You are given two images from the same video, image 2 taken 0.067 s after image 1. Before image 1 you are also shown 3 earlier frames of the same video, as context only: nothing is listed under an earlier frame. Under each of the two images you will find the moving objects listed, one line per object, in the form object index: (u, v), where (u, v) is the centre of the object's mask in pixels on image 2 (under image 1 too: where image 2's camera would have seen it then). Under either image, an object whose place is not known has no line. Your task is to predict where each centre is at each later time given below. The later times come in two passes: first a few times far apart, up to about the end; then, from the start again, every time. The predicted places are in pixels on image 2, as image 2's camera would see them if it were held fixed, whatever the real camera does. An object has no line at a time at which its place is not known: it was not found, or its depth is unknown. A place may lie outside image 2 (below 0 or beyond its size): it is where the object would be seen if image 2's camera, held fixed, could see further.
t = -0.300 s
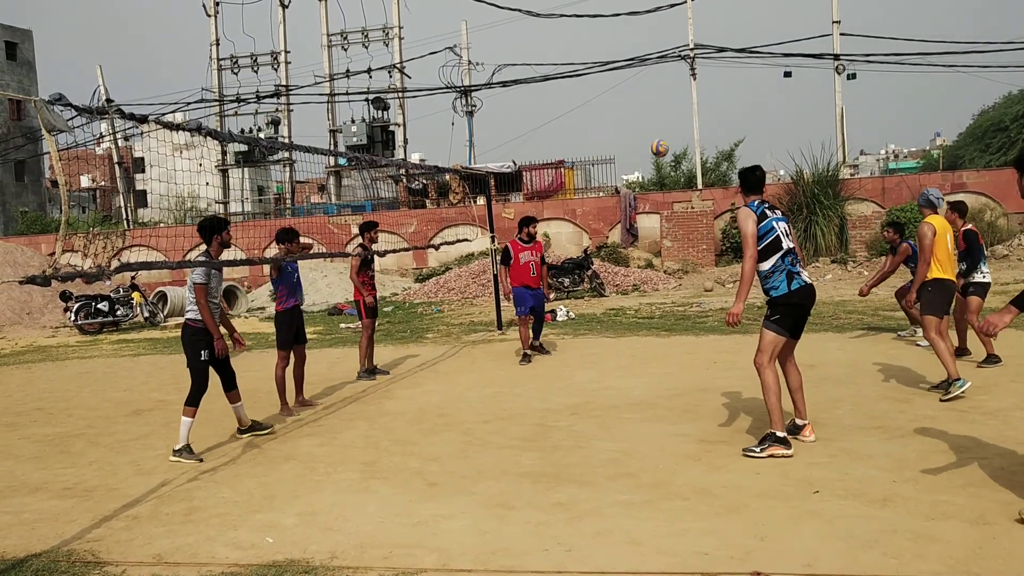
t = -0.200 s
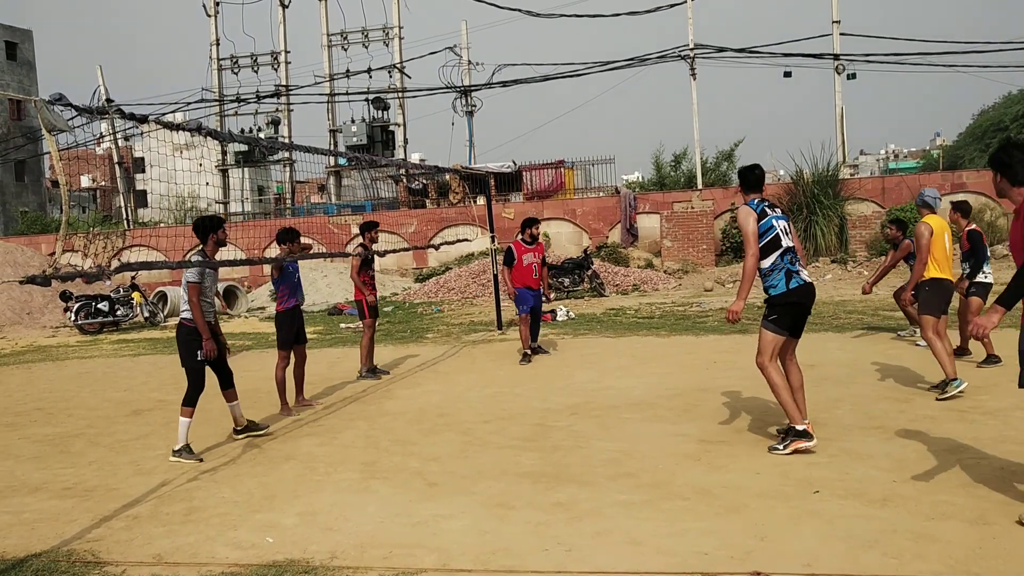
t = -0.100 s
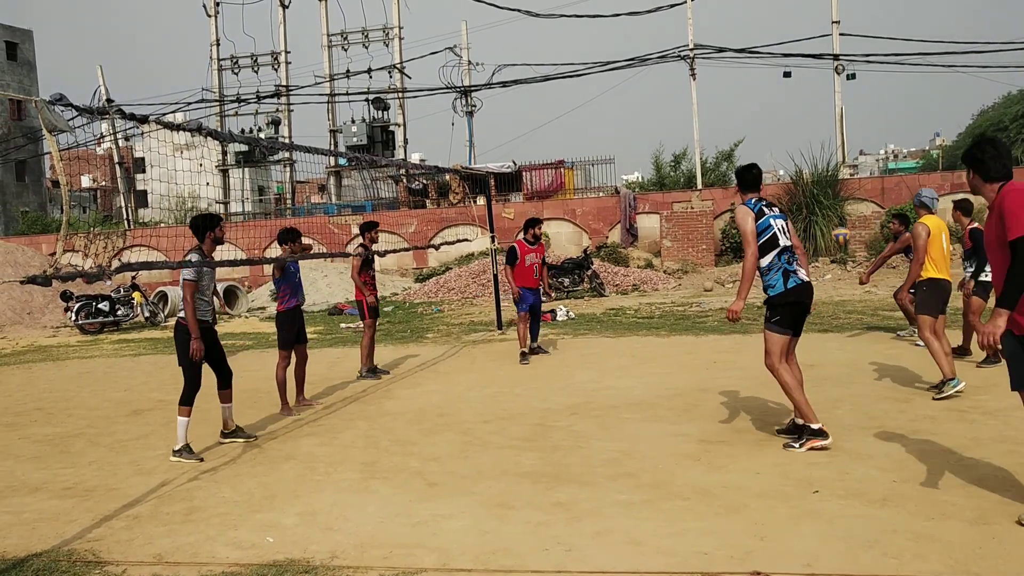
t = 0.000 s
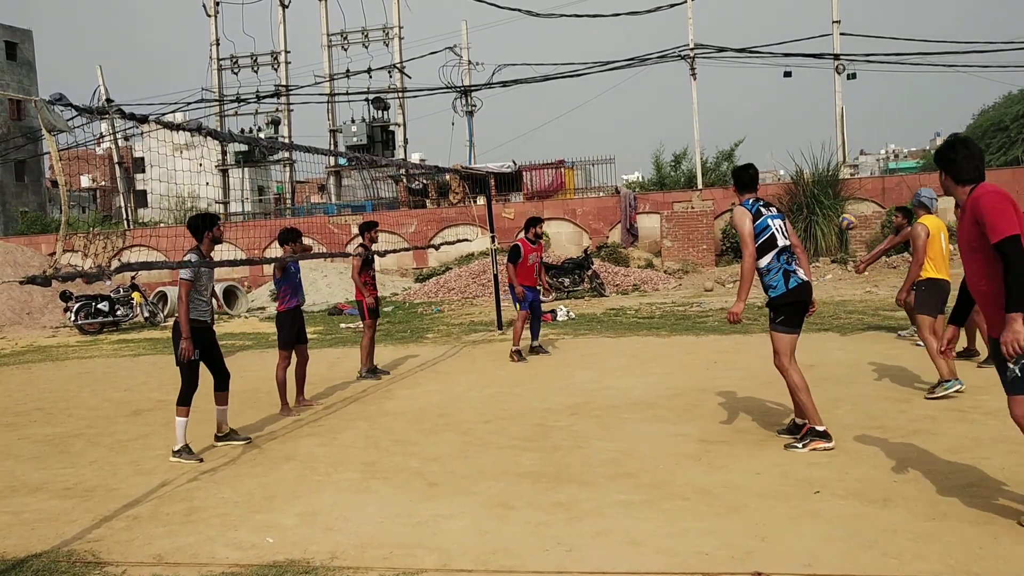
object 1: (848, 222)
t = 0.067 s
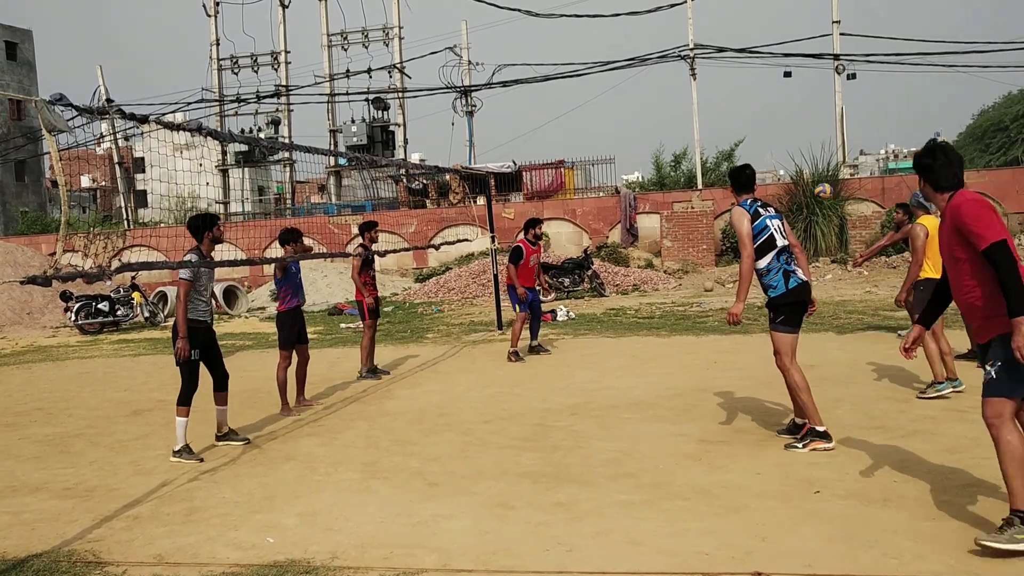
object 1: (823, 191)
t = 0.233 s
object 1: (764, 135)
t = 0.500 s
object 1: (674, 93)
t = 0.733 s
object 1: (602, 108)
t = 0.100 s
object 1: (811, 177)
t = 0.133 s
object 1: (799, 165)
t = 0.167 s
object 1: (788, 154)
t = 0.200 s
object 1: (776, 144)
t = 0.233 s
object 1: (764, 135)
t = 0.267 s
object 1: (752, 126)
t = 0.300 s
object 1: (741, 119)
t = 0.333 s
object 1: (729, 112)
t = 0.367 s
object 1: (718, 106)
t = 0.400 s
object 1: (708, 101)
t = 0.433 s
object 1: (696, 98)
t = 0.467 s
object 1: (685, 95)
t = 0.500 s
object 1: (674, 93)
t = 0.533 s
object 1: (664, 92)
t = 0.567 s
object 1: (653, 93)
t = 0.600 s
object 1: (642, 94)
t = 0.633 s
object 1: (632, 96)
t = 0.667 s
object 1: (622, 99)
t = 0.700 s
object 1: (612, 103)
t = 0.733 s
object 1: (602, 108)
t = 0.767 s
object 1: (592, 114)
